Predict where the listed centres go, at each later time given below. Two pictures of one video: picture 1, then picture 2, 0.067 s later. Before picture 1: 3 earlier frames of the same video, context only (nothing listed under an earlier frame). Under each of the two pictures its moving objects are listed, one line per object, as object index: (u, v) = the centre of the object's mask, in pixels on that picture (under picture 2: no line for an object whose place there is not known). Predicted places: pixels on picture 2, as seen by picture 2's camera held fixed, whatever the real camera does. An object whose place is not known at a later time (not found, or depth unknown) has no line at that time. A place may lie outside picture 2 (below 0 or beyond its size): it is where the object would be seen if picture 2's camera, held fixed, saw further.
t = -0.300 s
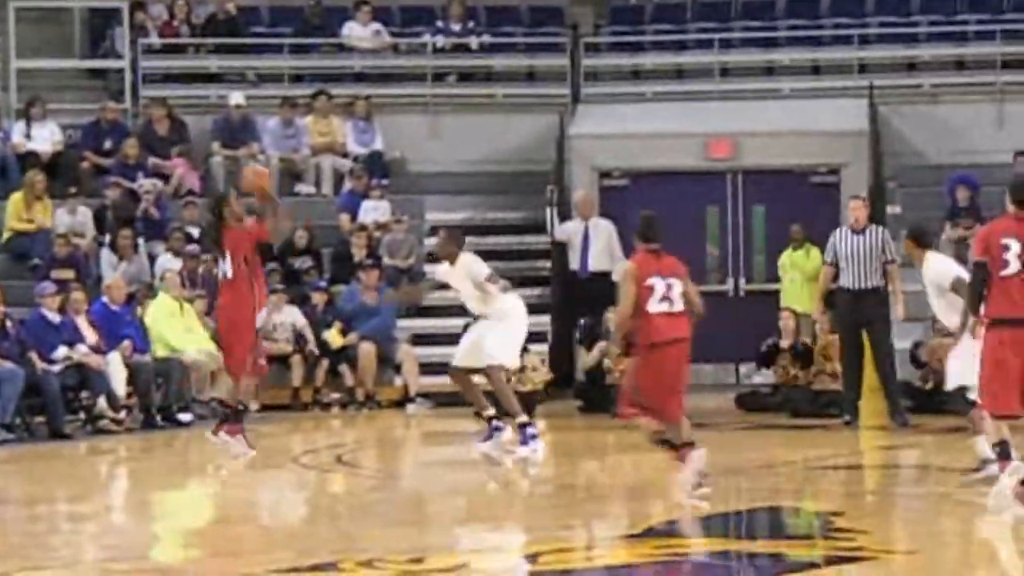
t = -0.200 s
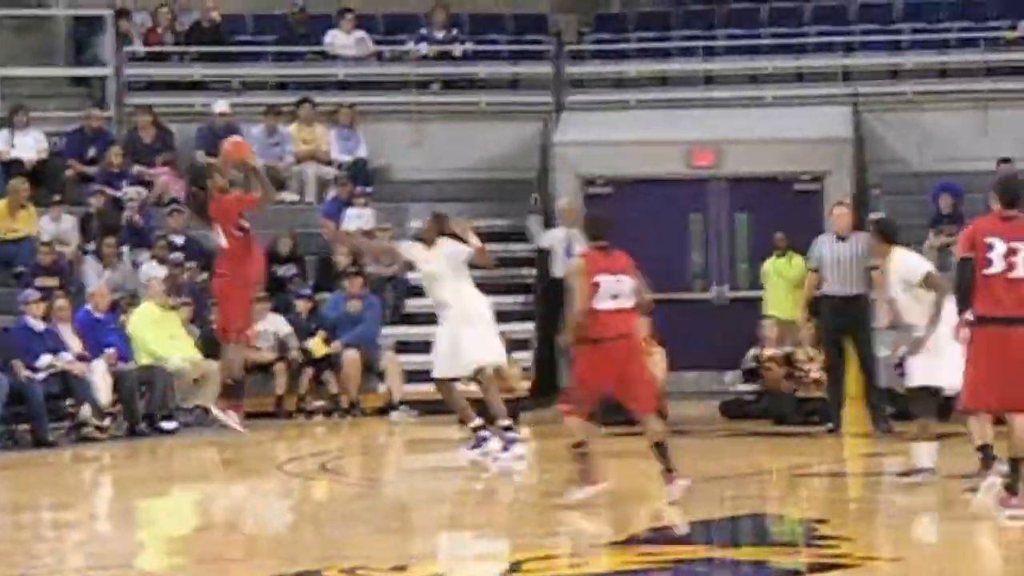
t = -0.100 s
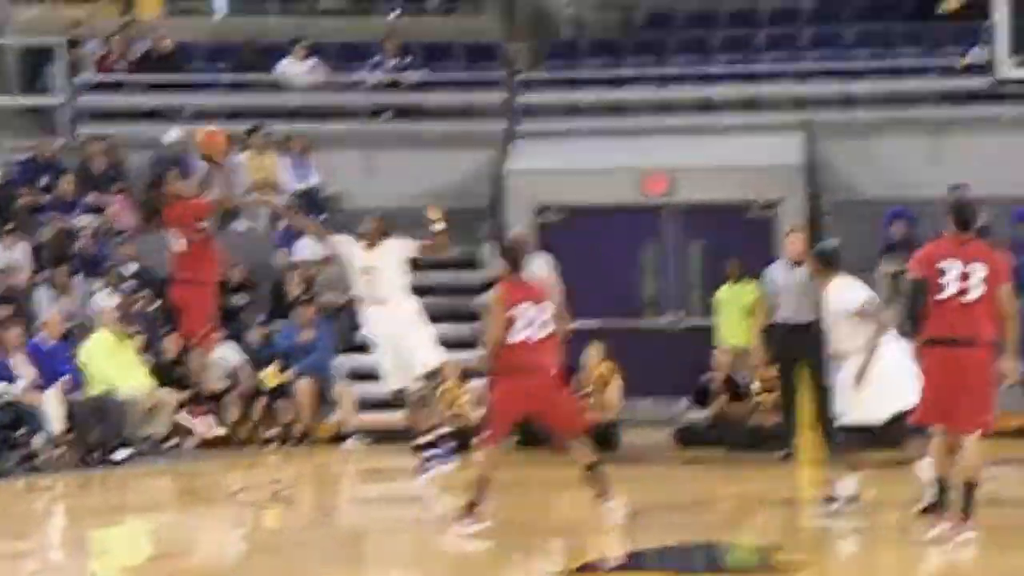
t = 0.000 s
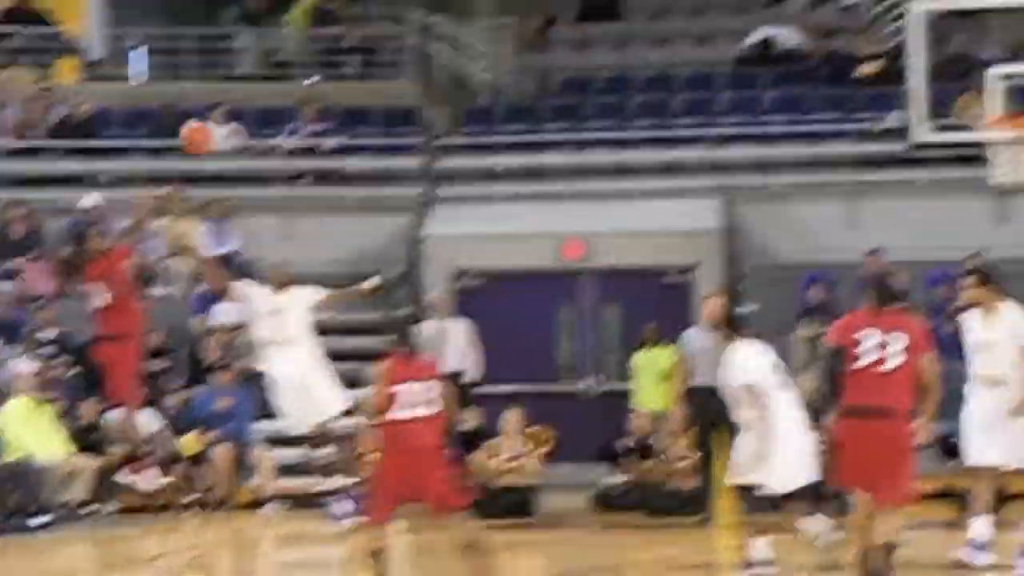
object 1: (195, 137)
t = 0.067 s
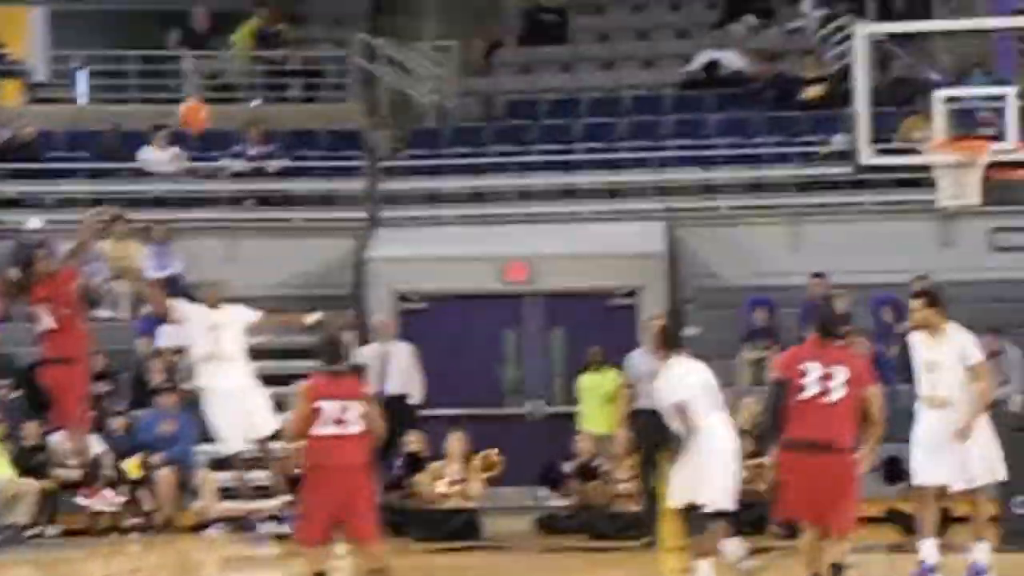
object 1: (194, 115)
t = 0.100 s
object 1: (220, 95)
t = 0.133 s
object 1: (246, 78)
